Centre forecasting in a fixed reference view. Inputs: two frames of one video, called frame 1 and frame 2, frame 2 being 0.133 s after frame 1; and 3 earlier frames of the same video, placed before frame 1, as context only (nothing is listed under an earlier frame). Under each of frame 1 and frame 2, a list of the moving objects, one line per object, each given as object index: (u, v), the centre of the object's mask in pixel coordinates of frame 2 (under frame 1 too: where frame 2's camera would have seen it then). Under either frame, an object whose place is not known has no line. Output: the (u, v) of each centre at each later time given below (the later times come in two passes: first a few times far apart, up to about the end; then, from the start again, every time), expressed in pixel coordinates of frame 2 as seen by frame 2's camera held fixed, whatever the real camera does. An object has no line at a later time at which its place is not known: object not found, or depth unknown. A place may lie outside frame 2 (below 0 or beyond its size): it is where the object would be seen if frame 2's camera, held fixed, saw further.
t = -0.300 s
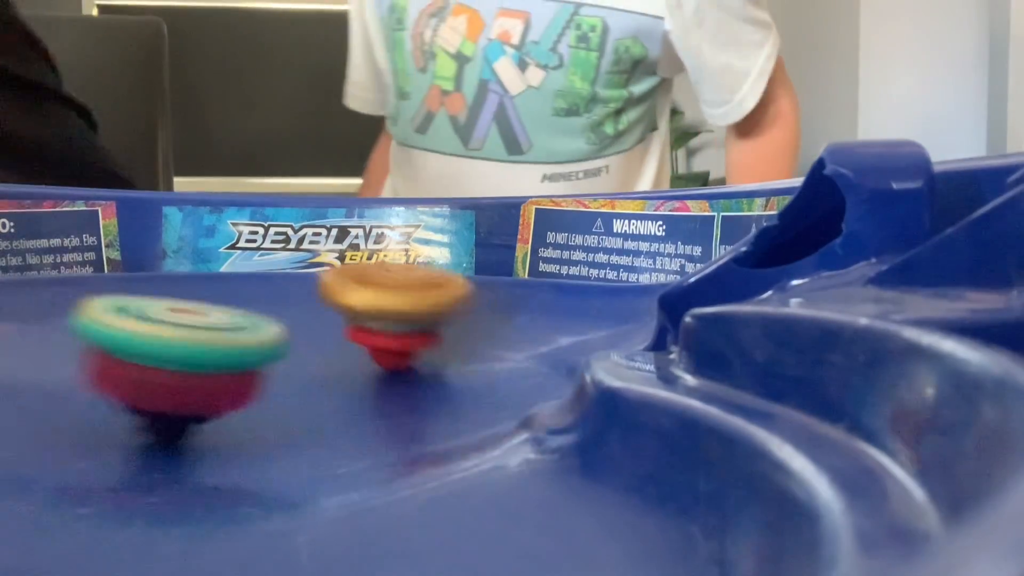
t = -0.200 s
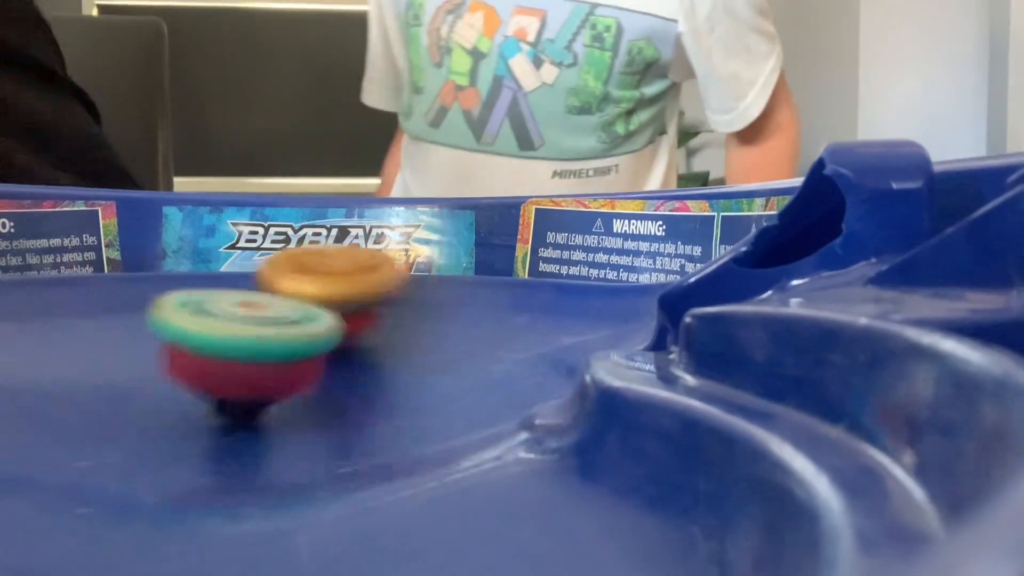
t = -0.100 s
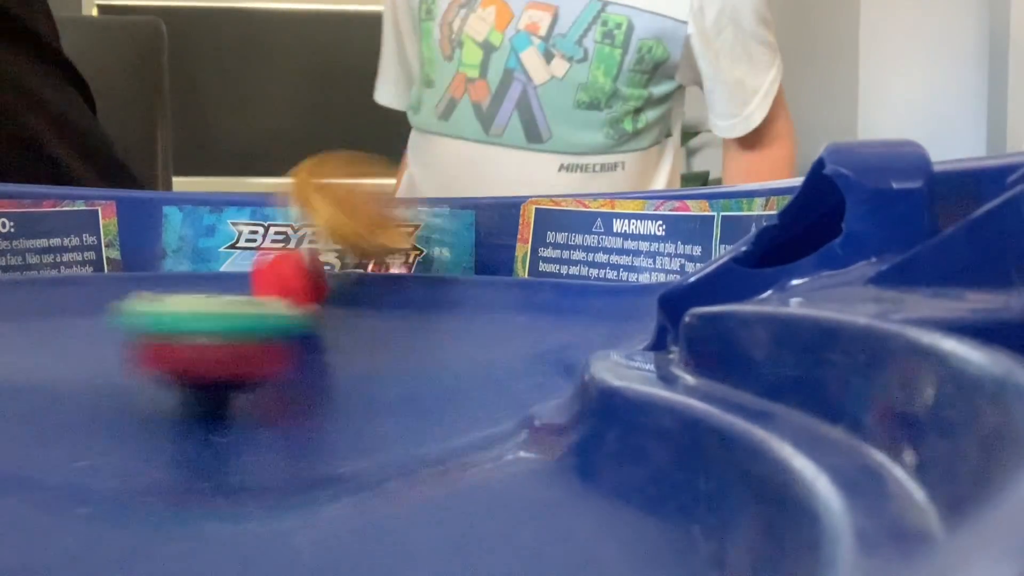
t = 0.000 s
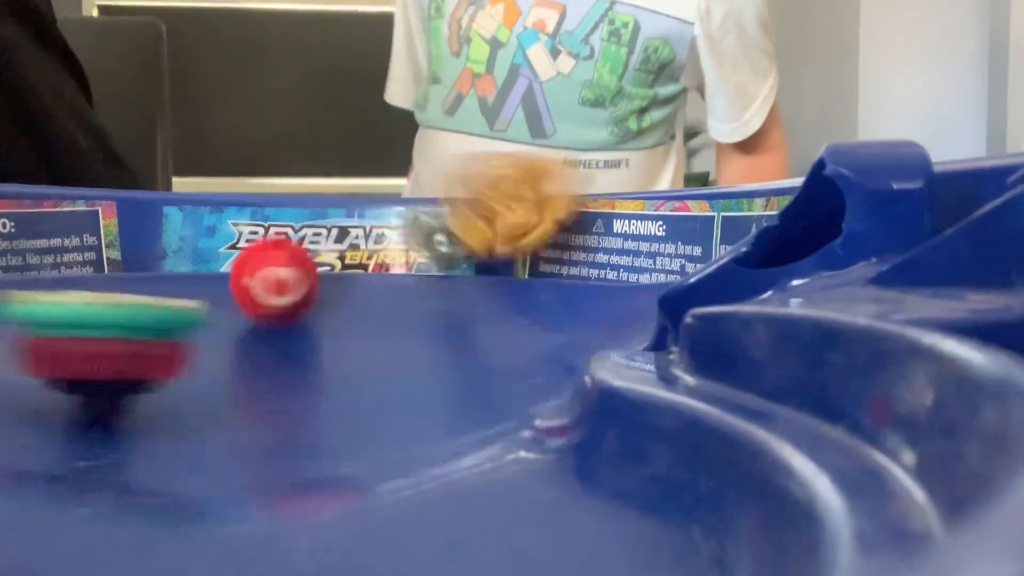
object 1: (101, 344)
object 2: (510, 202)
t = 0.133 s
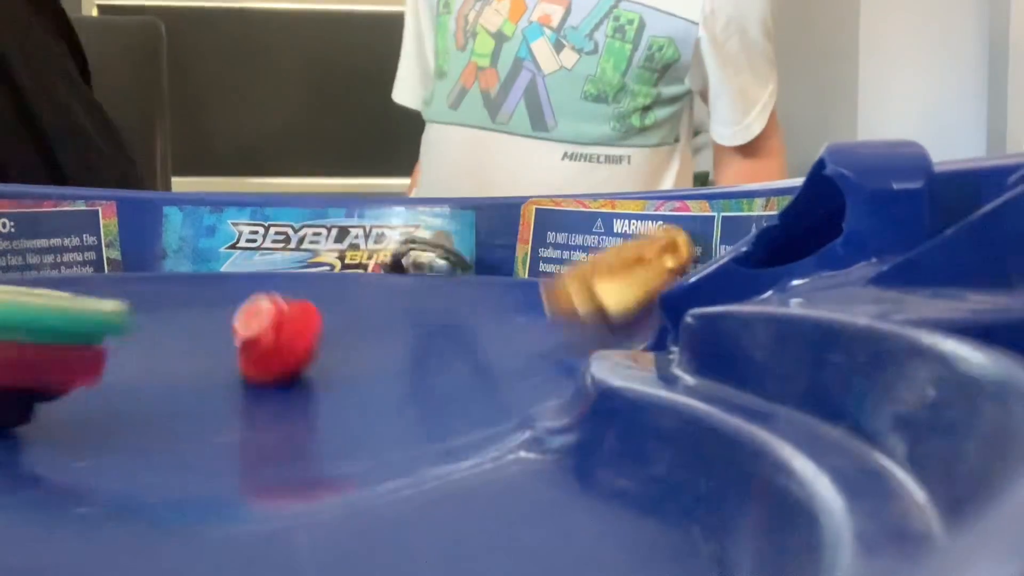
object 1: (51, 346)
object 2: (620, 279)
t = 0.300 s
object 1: (98, 364)
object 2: (490, 385)
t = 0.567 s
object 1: (332, 362)
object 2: (491, 361)
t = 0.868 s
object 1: (249, 356)
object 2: (462, 391)
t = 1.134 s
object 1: (197, 337)
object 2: (457, 392)
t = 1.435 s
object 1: (262, 353)
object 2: (457, 392)
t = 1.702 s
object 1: (342, 364)
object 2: (474, 389)
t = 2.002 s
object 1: (288, 369)
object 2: (459, 392)
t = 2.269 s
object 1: (216, 360)
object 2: (458, 392)
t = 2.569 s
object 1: (257, 340)
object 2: (457, 391)
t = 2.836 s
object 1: (314, 340)
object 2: (456, 392)
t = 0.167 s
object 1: (51, 348)
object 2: (617, 294)
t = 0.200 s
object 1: (54, 352)
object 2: (596, 317)
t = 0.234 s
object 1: (64, 358)
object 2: (566, 345)
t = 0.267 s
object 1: (77, 362)
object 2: (525, 369)
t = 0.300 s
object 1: (98, 364)
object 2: (490, 385)
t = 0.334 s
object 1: (130, 365)
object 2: (470, 395)
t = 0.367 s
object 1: (171, 368)
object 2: (458, 400)
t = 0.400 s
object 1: (209, 368)
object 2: (452, 401)
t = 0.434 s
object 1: (262, 369)
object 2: (451, 402)
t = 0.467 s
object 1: (296, 367)
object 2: (455, 402)
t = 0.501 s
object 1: (316, 355)
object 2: (488, 390)
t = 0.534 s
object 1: (321, 365)
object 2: (495, 363)
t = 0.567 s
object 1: (332, 362)
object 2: (491, 361)
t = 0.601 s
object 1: (342, 362)
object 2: (491, 379)
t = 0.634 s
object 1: (346, 360)
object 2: (487, 376)
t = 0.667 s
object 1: (329, 356)
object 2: (487, 377)
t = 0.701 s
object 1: (319, 353)
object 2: (489, 379)
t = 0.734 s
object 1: (307, 358)
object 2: (487, 379)
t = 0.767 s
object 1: (288, 359)
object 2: (485, 382)
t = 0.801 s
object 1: (270, 356)
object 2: (481, 383)
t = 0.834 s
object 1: (259, 353)
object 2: (471, 388)
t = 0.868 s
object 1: (249, 356)
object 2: (462, 391)
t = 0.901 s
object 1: (236, 351)
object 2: (458, 392)
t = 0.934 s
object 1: (223, 350)
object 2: (457, 392)
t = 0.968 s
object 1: (214, 349)
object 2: (457, 392)
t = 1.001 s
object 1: (208, 345)
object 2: (457, 392)
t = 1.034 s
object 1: (203, 341)
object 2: (457, 392)
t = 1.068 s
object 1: (199, 342)
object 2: (457, 392)
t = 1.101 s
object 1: (198, 339)
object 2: (457, 392)
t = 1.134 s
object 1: (197, 337)
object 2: (457, 392)
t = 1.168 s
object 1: (198, 339)
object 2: (457, 392)
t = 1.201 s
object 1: (204, 339)
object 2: (457, 392)
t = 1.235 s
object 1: (206, 338)
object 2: (457, 392)
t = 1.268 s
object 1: (211, 340)
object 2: (457, 392)
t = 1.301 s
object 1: (220, 345)
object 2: (457, 392)
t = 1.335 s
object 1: (231, 345)
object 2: (457, 392)
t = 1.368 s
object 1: (241, 345)
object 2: (457, 392)
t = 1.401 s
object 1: (250, 350)
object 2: (457, 392)
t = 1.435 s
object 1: (262, 353)
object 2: (457, 392)
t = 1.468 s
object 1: (277, 353)
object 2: (457, 392)
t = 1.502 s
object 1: (289, 354)
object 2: (457, 392)
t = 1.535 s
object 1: (298, 356)
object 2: (457, 392)
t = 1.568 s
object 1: (310, 360)
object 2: (458, 392)
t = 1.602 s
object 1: (322, 361)
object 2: (461, 392)
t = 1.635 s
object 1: (330, 361)
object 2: (467, 392)
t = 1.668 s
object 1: (336, 363)
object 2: (472, 390)
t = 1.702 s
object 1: (342, 364)
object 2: (474, 389)
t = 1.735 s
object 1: (343, 365)
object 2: (475, 391)
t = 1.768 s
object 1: (342, 366)
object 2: (473, 391)
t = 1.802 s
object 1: (340, 365)
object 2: (471, 392)
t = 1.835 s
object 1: (336, 366)
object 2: (472, 392)
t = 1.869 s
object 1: (329, 368)
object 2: (470, 391)
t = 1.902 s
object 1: (320, 366)
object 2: (466, 392)
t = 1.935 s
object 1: (311, 364)
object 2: (463, 391)
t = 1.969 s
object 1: (302, 369)
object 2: (462, 392)
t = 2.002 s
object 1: (288, 369)
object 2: (459, 392)
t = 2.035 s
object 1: (274, 366)
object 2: (458, 392)
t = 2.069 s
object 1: (263, 365)
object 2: (458, 392)
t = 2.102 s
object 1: (250, 366)
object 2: (458, 391)
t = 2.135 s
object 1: (238, 368)
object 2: (458, 391)
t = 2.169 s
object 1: (230, 366)
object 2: (458, 392)
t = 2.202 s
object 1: (223, 365)
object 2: (458, 392)
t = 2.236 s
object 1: (219, 362)
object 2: (458, 391)
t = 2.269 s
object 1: (216, 360)
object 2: (458, 392)
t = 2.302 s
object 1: (214, 359)
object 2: (458, 391)
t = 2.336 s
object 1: (217, 354)
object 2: (458, 392)
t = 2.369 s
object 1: (219, 350)
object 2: (458, 391)
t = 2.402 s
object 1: (223, 349)
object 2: (458, 391)
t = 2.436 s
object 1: (229, 348)
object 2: (458, 391)
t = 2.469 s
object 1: (235, 344)
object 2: (458, 391)
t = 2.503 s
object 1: (242, 341)
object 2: (457, 391)
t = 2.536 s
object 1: (248, 341)
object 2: (457, 391)
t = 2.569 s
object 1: (257, 340)
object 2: (457, 391)
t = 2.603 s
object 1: (264, 338)
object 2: (457, 391)
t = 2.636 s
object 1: (272, 337)
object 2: (457, 391)
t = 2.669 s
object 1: (282, 338)
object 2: (457, 391)
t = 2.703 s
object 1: (289, 337)
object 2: (457, 391)
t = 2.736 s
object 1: (295, 336)
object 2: (457, 391)
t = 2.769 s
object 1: (302, 339)
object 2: (457, 391)
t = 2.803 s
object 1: (310, 340)
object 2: (457, 392)
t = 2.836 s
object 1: (314, 340)
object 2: (456, 392)
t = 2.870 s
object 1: (319, 342)
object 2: (456, 391)
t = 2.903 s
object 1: (322, 346)
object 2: (456, 392)
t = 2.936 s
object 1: (323, 348)
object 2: (458, 391)
